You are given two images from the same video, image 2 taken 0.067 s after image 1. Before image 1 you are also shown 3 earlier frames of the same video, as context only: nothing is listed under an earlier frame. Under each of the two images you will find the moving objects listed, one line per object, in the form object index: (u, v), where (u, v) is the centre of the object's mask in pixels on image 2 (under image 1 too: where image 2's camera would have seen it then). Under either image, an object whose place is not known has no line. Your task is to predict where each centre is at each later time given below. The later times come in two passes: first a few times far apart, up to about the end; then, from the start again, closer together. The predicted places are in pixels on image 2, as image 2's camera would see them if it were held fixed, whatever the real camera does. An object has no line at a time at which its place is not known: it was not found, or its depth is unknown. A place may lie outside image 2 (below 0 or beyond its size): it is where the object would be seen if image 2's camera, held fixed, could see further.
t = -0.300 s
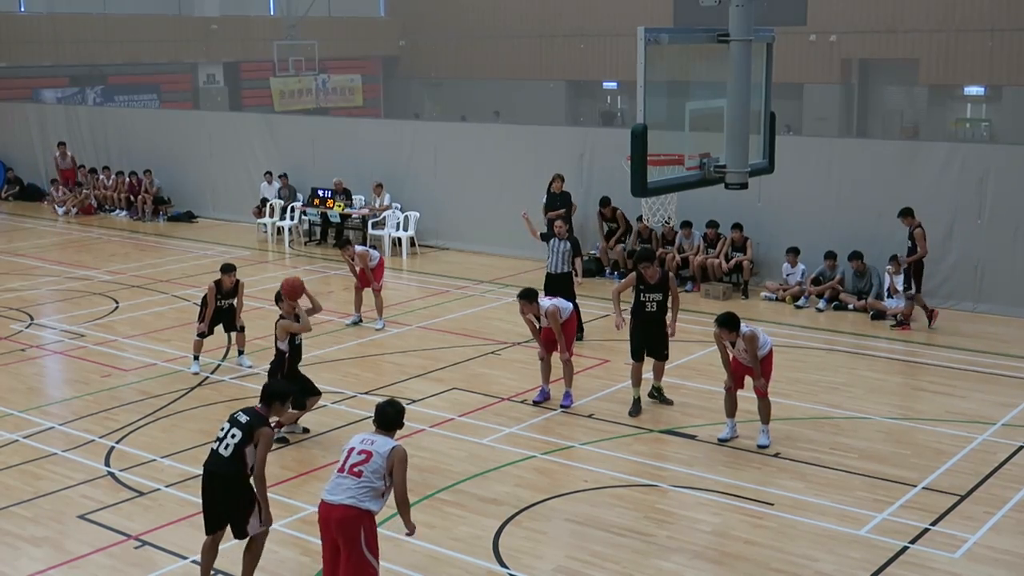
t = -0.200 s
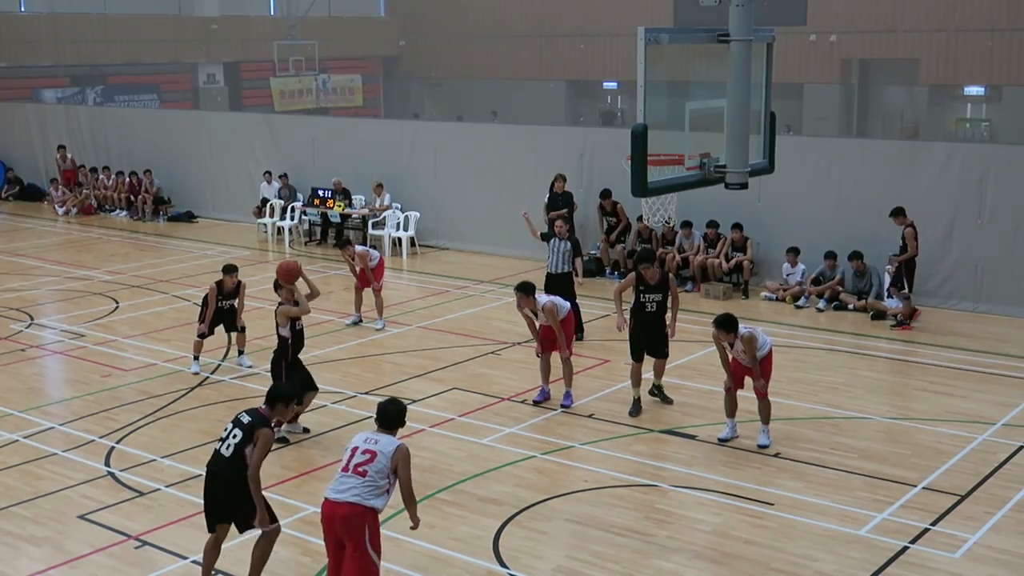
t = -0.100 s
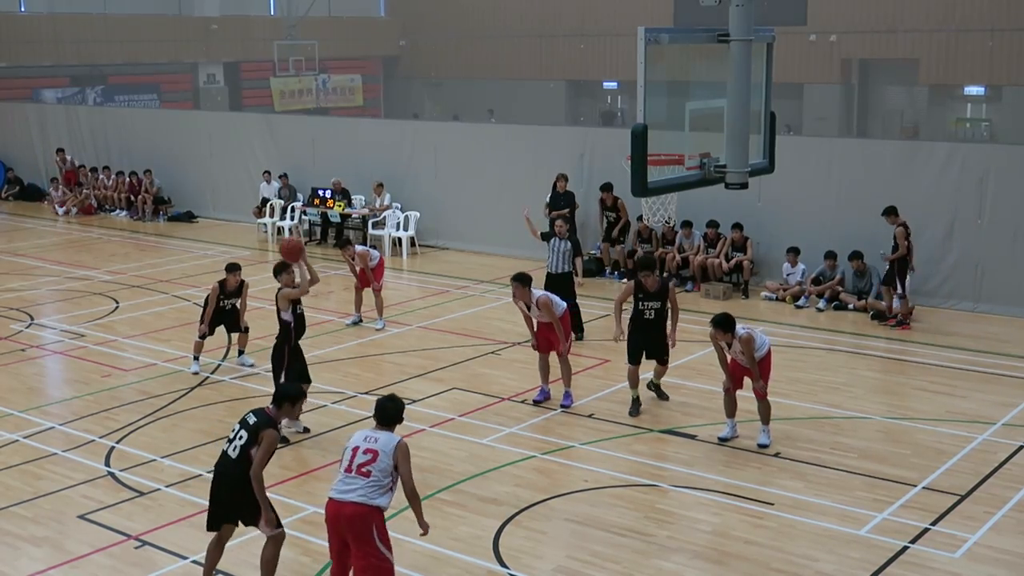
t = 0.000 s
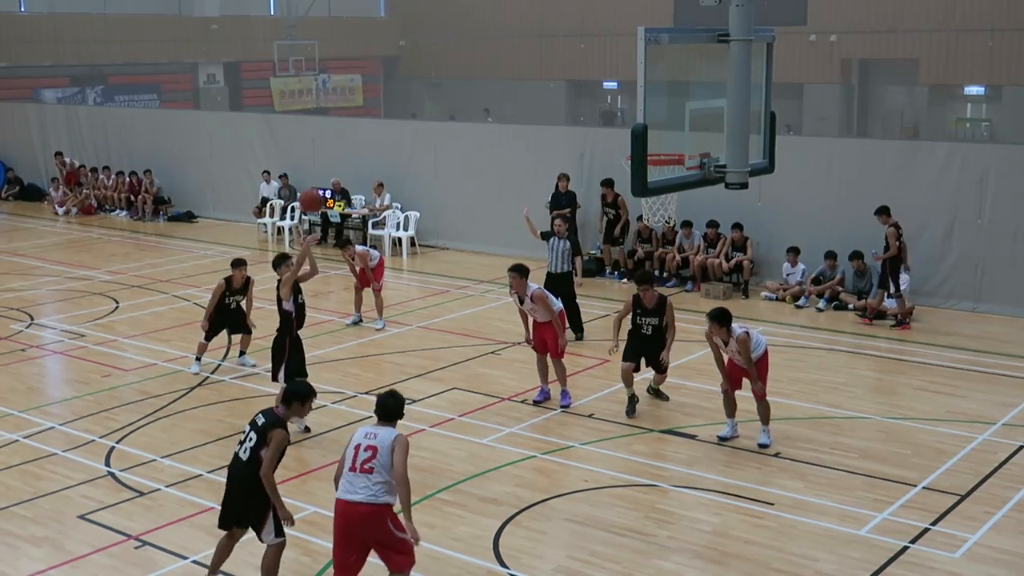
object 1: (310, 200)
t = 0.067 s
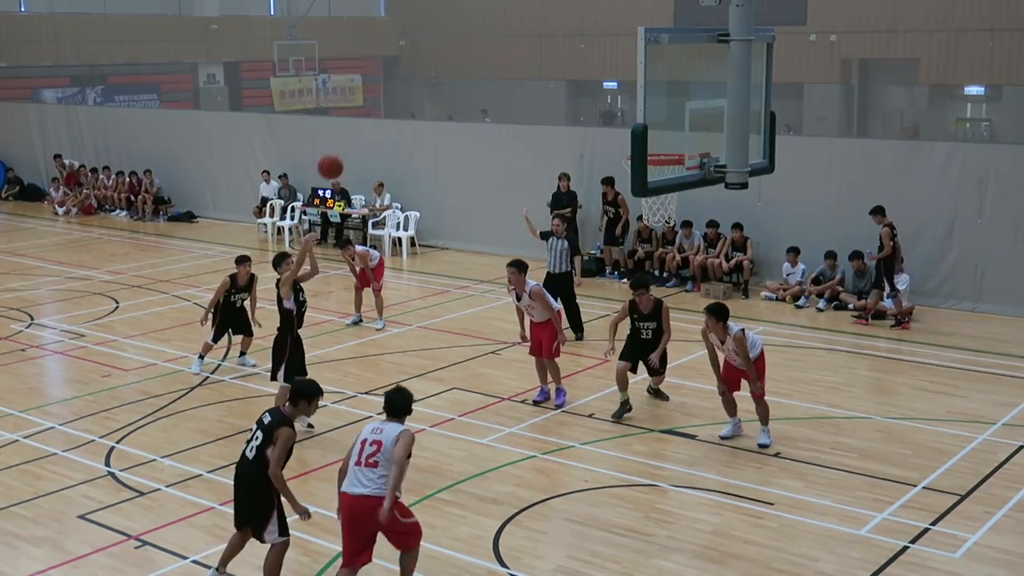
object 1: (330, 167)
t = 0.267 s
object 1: (392, 86)
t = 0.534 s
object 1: (487, 36)
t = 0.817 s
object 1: (602, 74)
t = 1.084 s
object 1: (659, 144)
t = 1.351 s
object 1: (665, 141)
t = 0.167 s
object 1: (360, 123)
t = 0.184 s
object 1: (366, 116)
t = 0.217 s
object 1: (376, 103)
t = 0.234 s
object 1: (382, 97)
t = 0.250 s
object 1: (386, 91)
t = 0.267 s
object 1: (392, 86)
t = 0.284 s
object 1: (398, 80)
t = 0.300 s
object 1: (403, 76)
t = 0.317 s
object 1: (409, 71)
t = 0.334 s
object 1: (414, 67)
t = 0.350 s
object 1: (420, 63)
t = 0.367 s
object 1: (426, 58)
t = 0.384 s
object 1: (432, 55)
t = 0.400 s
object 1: (438, 52)
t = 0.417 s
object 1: (444, 48)
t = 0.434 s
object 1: (450, 46)
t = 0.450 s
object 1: (456, 43)
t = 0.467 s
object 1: (462, 41)
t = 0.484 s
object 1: (468, 40)
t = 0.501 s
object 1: (474, 38)
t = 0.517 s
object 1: (480, 37)
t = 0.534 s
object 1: (487, 36)
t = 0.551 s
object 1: (493, 35)
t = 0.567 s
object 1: (499, 35)
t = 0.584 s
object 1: (506, 35)
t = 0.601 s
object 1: (512, 35)
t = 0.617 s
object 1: (519, 36)
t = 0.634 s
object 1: (526, 37)
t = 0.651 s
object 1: (532, 39)
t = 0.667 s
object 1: (539, 41)
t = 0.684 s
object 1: (546, 43)
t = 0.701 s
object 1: (552, 46)
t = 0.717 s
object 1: (559, 49)
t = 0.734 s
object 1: (566, 52)
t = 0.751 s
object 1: (573, 56)
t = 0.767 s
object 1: (580, 60)
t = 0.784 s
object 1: (587, 64)
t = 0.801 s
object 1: (594, 69)
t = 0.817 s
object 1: (602, 74)
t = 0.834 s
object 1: (608, 80)
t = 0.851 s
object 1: (616, 86)
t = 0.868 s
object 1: (623, 93)
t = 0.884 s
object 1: (627, 99)
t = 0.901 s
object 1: (637, 107)
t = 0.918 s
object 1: (648, 115)
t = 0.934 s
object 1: (658, 124)
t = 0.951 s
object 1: (662, 131)
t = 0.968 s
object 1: (669, 140)
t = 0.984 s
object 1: (676, 147)
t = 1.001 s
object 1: (671, 148)
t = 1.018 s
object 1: (663, 148)
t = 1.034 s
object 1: (657, 148)
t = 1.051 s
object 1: (653, 149)
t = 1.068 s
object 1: (655, 147)
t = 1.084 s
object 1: (659, 144)
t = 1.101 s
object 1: (662, 142)
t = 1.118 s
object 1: (668, 139)
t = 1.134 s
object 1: (673, 136)
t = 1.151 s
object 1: (681, 134)
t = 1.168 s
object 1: (688, 132)
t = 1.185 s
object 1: (695, 130)
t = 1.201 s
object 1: (701, 129)
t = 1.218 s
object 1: (696, 129)
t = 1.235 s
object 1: (692, 130)
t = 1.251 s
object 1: (690, 130)
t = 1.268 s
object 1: (683, 132)
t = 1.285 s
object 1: (679, 133)
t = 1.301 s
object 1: (675, 135)
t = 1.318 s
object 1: (671, 138)
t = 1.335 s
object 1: (668, 140)
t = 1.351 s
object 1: (665, 141)
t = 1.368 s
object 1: (662, 139)
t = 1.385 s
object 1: (660, 137)
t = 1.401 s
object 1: (658, 136)
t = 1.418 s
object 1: (657, 135)
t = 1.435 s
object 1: (655, 134)
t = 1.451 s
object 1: (654, 134)
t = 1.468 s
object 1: (653, 134)
